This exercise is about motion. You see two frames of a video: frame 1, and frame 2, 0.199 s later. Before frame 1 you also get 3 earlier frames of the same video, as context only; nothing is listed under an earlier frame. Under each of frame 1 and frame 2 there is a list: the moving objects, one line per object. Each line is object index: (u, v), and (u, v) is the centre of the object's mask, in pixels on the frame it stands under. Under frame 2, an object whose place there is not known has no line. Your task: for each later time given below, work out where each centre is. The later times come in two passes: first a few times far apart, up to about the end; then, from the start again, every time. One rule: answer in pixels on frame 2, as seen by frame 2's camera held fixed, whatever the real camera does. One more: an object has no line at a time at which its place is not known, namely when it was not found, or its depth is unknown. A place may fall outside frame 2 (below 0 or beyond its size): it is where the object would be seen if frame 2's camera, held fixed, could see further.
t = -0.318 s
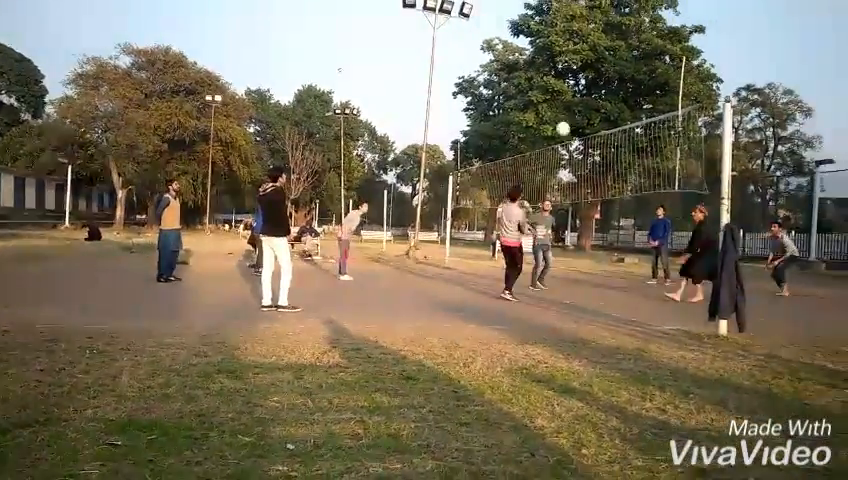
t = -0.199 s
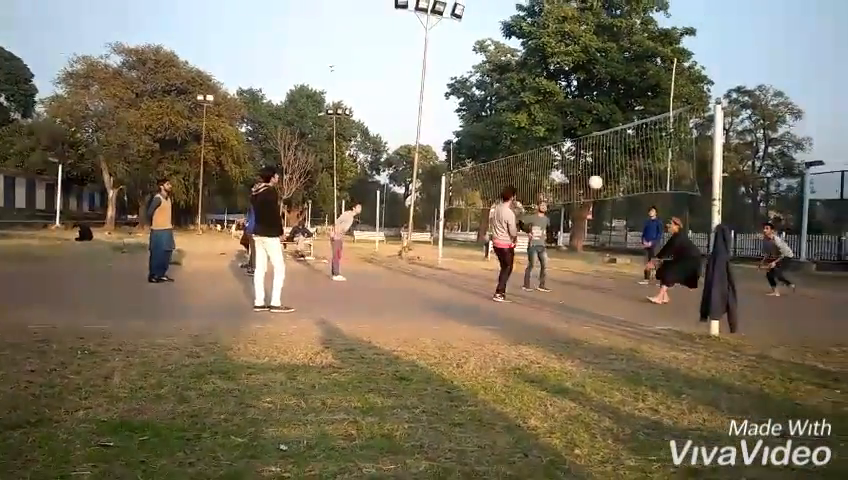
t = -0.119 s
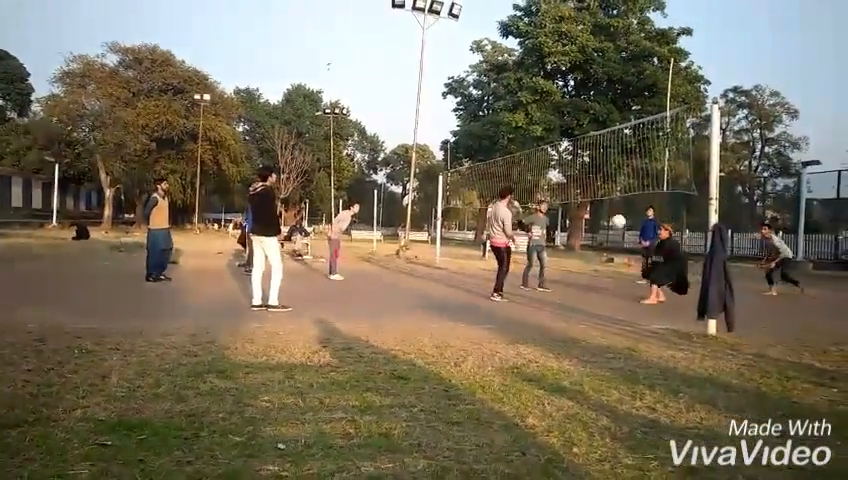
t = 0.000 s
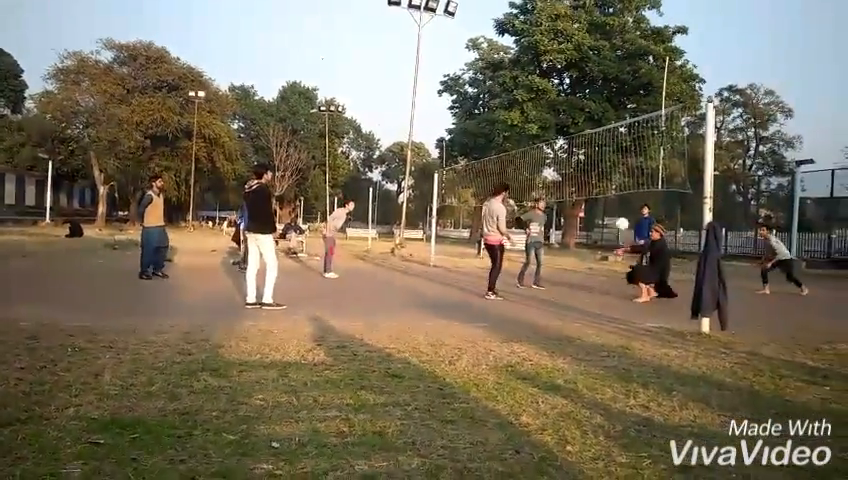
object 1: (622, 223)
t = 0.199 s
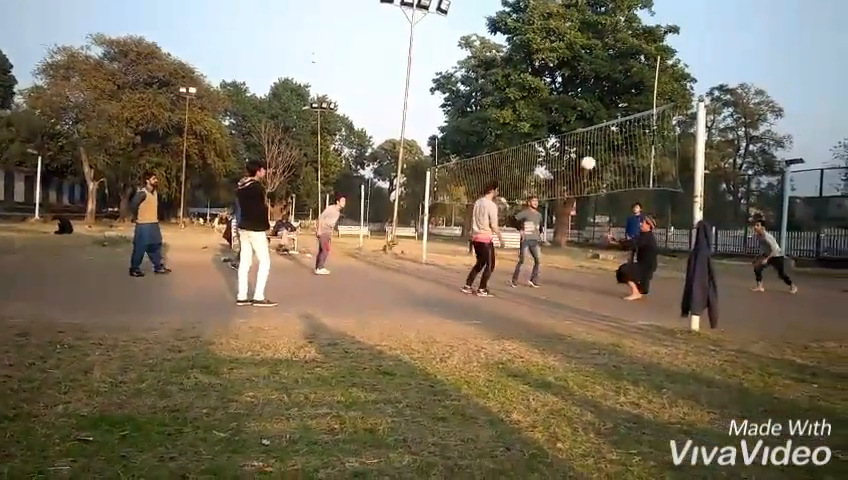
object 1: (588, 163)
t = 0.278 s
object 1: (578, 145)
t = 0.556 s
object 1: (536, 108)
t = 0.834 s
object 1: (486, 121)
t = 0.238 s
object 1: (583, 153)
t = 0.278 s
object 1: (578, 145)
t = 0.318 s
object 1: (572, 138)
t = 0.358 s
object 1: (565, 131)
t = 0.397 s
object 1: (560, 124)
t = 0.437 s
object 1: (554, 119)
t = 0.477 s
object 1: (548, 114)
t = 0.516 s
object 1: (542, 111)
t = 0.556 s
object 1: (536, 108)
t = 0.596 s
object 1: (530, 106)
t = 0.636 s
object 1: (523, 106)
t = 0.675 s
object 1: (516, 106)
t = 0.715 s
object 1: (509, 109)
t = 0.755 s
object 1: (501, 113)
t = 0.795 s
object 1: (494, 115)
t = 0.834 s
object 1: (486, 121)
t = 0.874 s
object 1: (478, 127)
